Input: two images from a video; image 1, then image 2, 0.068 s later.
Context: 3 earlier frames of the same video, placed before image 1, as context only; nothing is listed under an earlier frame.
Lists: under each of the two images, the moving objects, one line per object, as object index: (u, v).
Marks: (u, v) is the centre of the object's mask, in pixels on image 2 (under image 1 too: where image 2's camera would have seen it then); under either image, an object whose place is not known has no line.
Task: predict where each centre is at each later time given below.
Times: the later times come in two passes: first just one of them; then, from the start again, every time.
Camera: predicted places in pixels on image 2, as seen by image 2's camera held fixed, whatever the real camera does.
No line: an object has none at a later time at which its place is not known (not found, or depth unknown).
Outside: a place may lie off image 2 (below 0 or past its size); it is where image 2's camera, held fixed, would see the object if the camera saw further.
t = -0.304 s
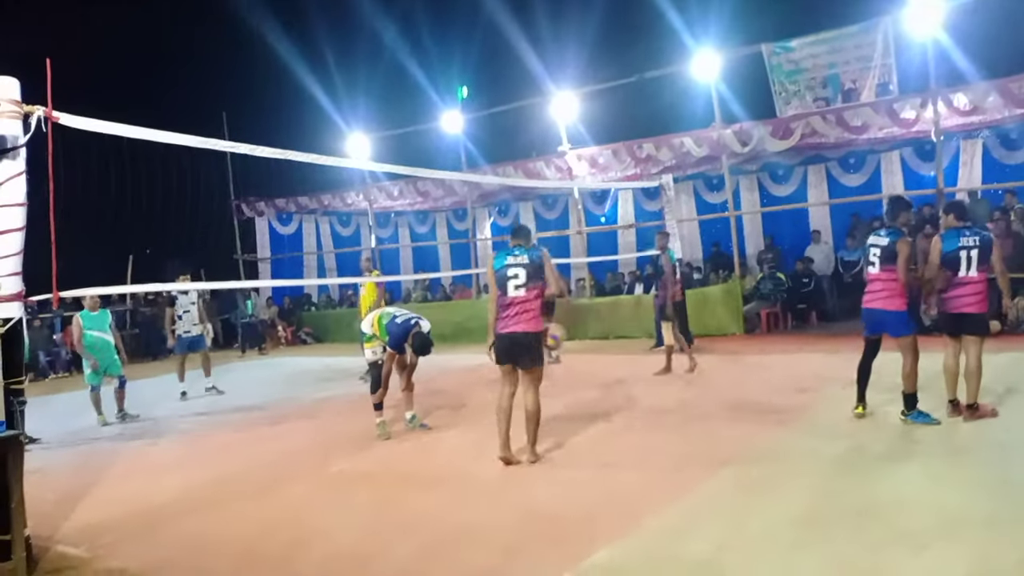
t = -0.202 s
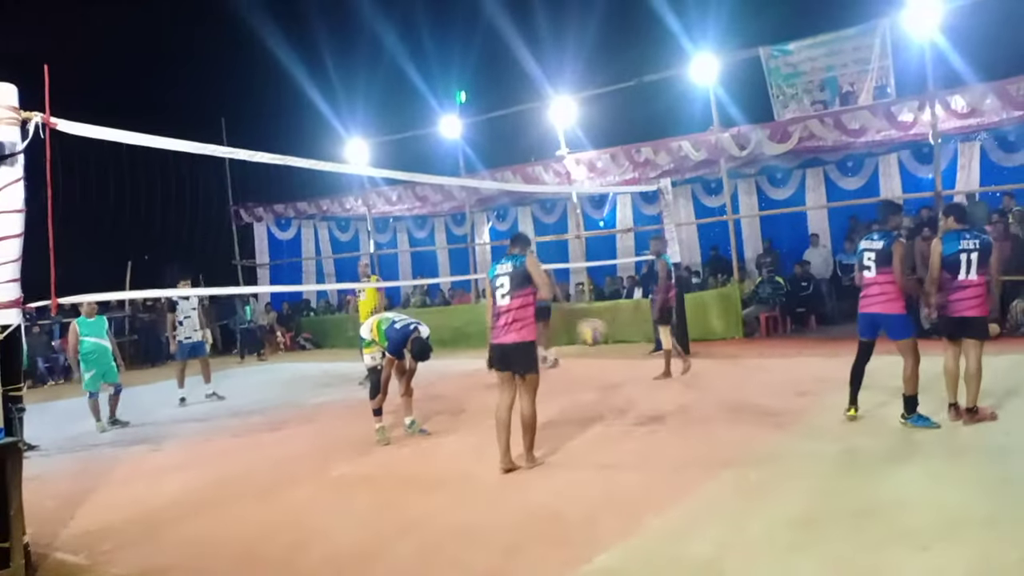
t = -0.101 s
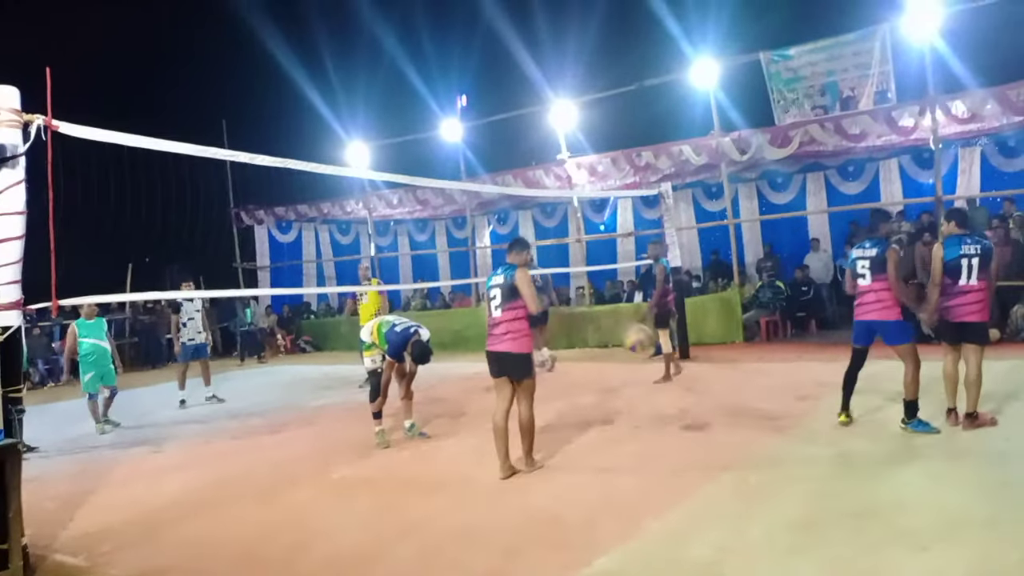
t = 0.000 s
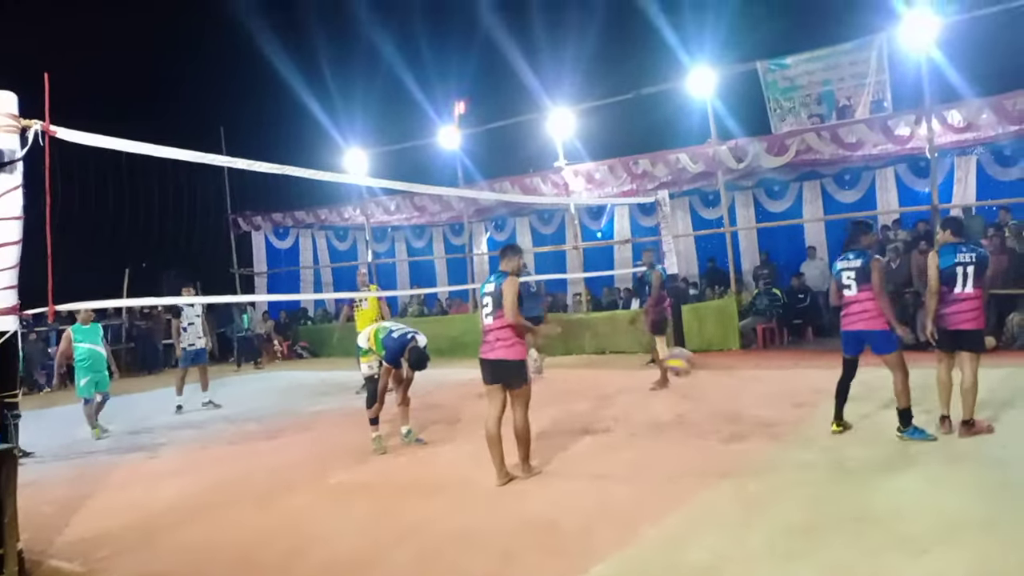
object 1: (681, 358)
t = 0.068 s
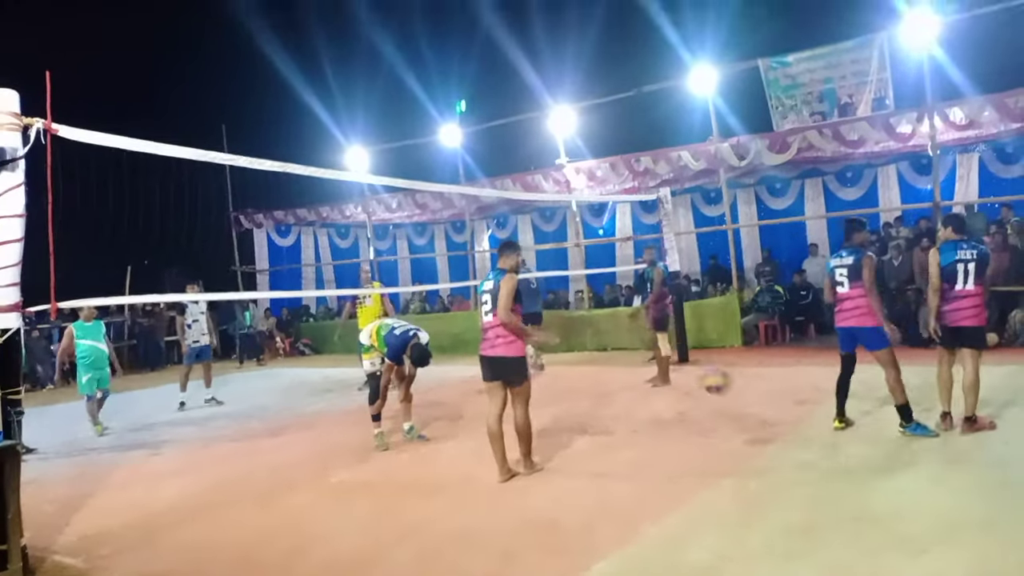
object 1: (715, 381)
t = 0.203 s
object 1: (783, 442)
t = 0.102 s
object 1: (731, 395)
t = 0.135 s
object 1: (748, 408)
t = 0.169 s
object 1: (764, 423)
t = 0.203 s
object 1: (783, 442)
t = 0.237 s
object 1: (802, 458)
